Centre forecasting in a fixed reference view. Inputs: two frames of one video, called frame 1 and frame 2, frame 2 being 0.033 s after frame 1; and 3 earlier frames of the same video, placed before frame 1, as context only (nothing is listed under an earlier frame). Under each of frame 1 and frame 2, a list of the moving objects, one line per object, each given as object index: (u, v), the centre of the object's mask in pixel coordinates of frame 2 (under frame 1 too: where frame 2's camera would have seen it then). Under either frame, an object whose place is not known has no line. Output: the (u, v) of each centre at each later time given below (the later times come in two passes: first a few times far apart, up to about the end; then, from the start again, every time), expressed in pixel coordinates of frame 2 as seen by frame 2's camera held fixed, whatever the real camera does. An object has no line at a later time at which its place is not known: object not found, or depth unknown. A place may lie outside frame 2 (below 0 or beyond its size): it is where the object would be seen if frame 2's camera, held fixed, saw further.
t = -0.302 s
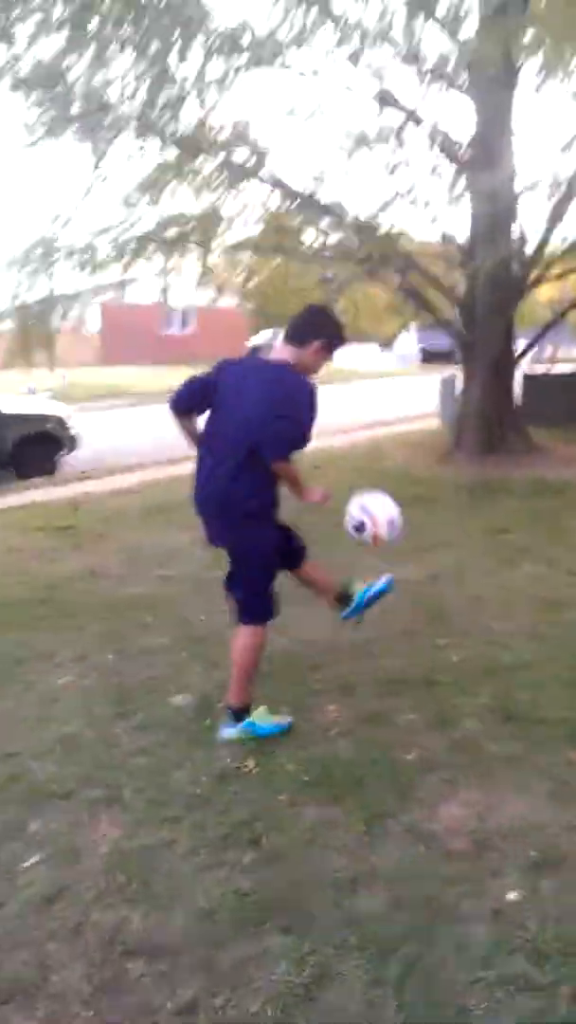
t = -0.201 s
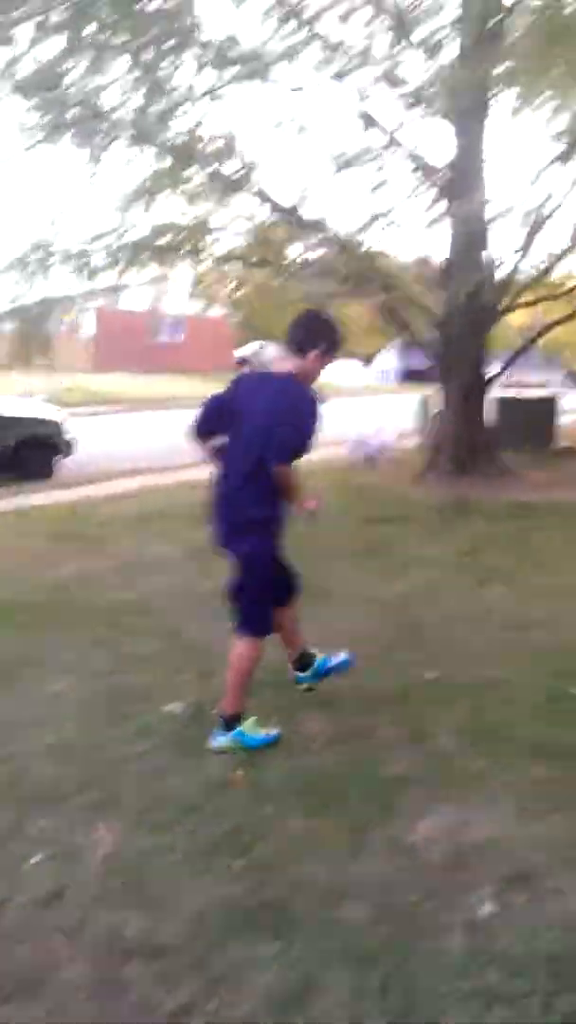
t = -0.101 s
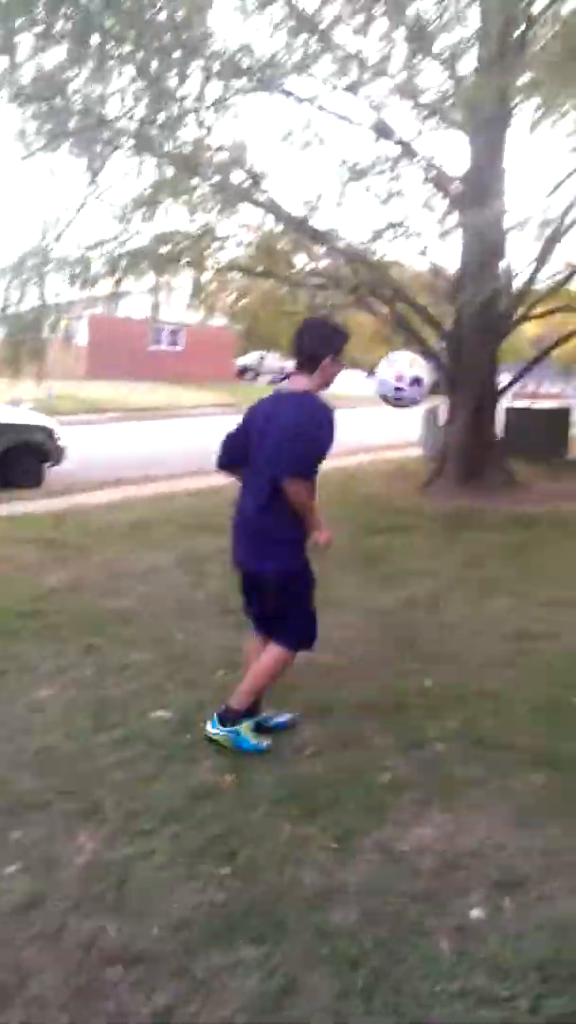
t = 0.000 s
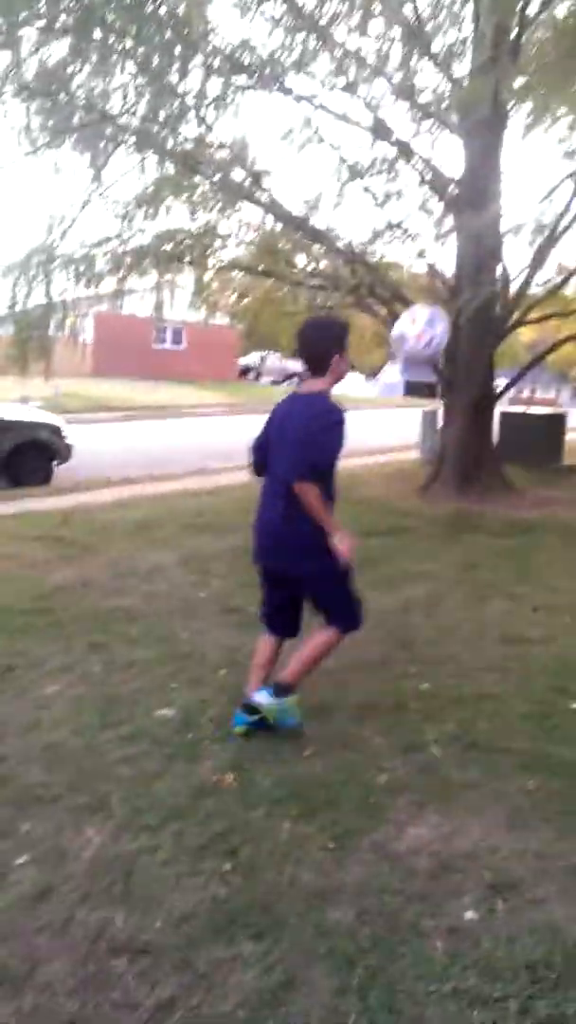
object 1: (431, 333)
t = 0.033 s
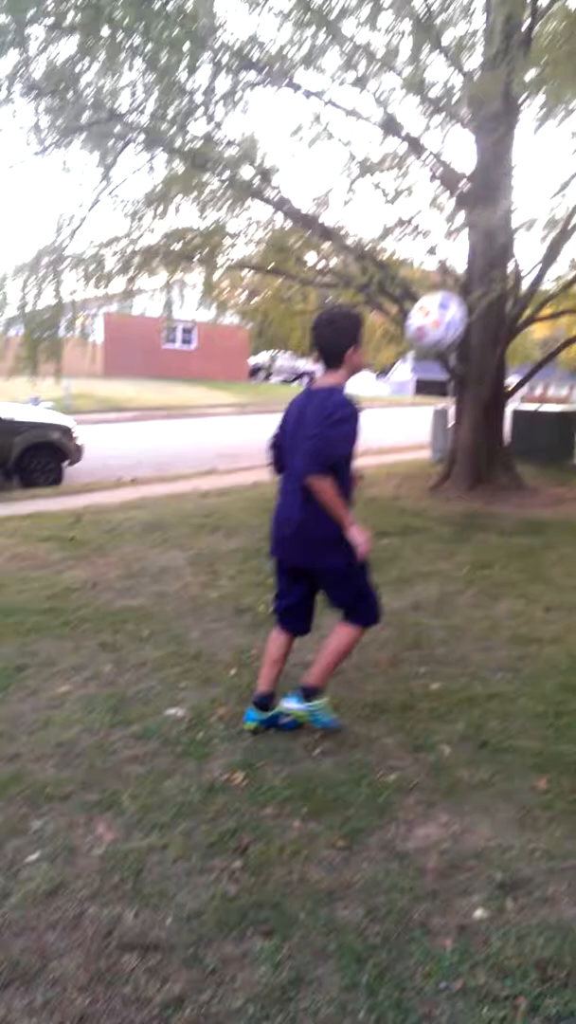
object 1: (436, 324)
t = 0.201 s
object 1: (464, 312)
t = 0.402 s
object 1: (481, 398)
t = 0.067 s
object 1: (445, 314)
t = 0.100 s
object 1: (454, 309)
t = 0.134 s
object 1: (457, 307)
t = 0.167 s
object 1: (460, 308)
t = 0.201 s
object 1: (464, 312)
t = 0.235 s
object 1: (468, 320)
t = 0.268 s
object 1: (474, 331)
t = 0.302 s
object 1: (476, 345)
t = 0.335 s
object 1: (475, 360)
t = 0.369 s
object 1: (475, 379)
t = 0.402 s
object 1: (481, 398)
